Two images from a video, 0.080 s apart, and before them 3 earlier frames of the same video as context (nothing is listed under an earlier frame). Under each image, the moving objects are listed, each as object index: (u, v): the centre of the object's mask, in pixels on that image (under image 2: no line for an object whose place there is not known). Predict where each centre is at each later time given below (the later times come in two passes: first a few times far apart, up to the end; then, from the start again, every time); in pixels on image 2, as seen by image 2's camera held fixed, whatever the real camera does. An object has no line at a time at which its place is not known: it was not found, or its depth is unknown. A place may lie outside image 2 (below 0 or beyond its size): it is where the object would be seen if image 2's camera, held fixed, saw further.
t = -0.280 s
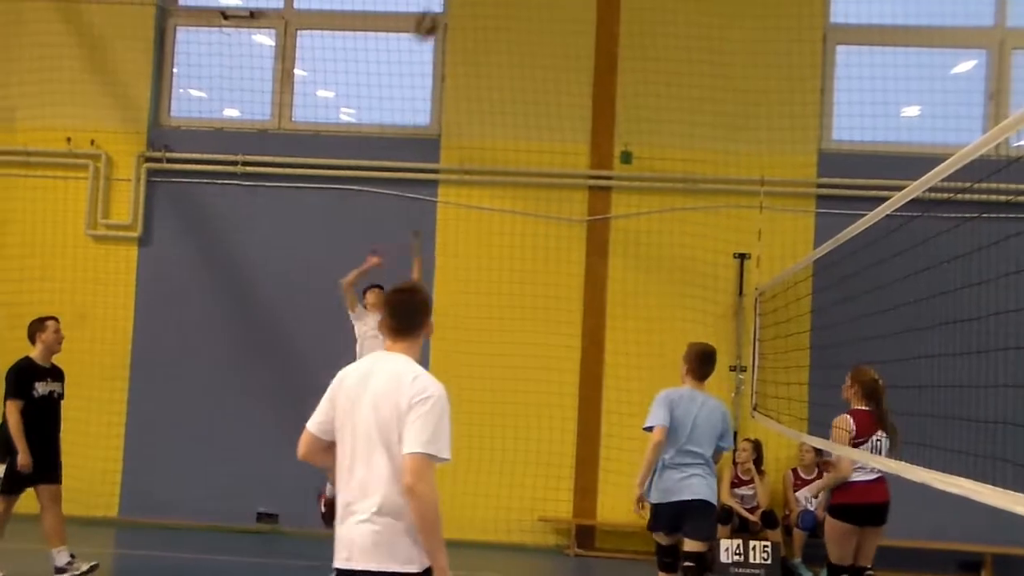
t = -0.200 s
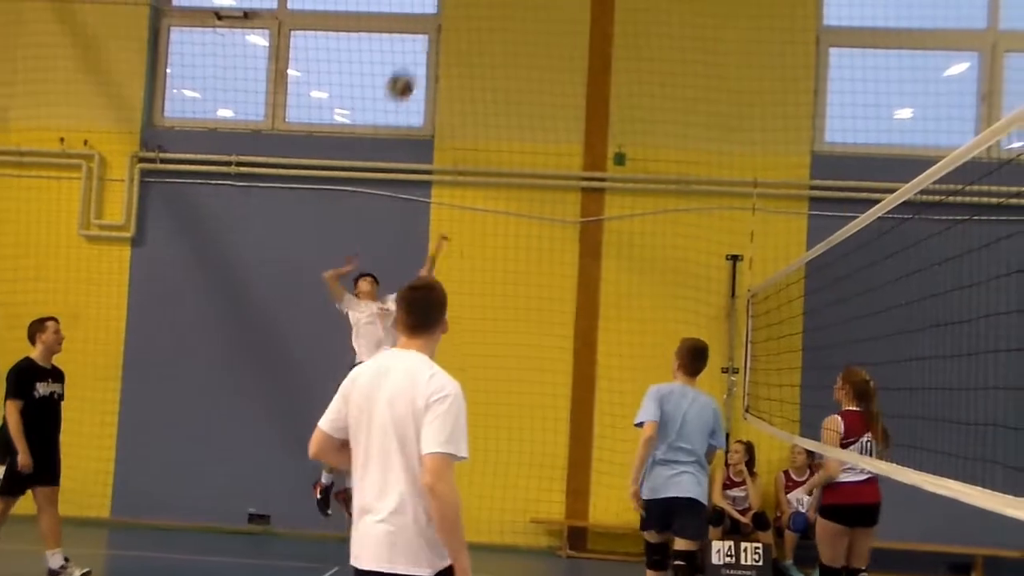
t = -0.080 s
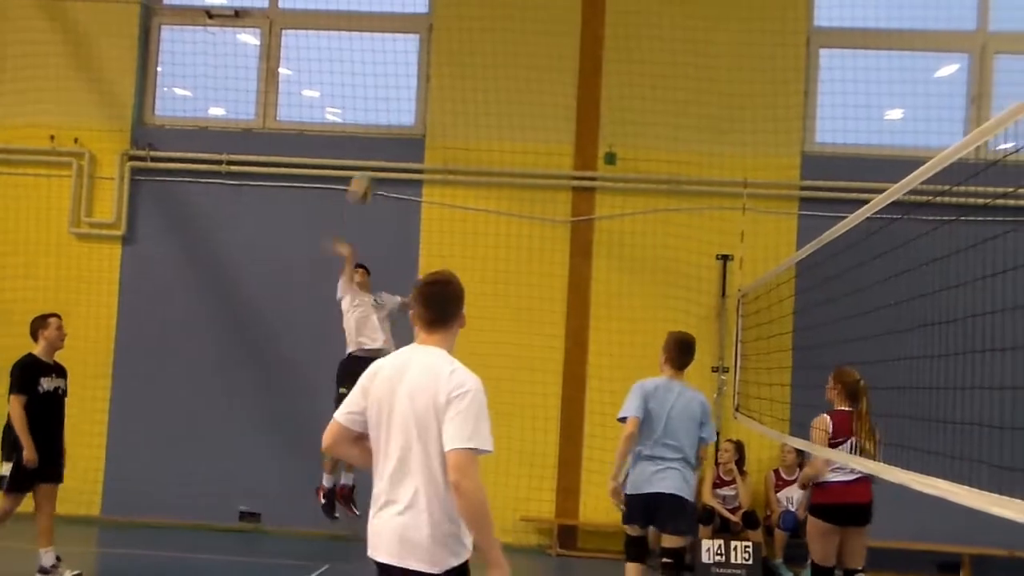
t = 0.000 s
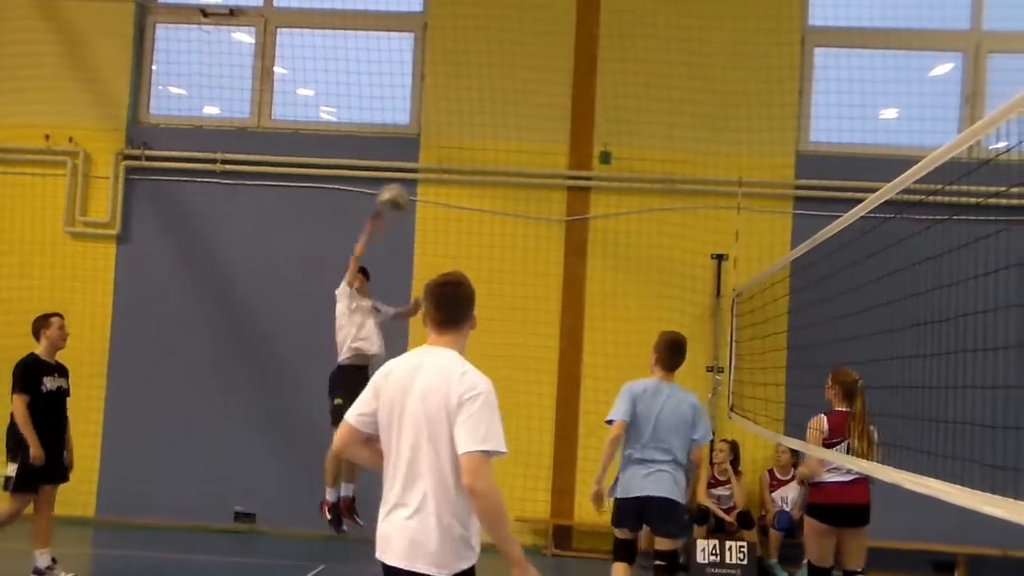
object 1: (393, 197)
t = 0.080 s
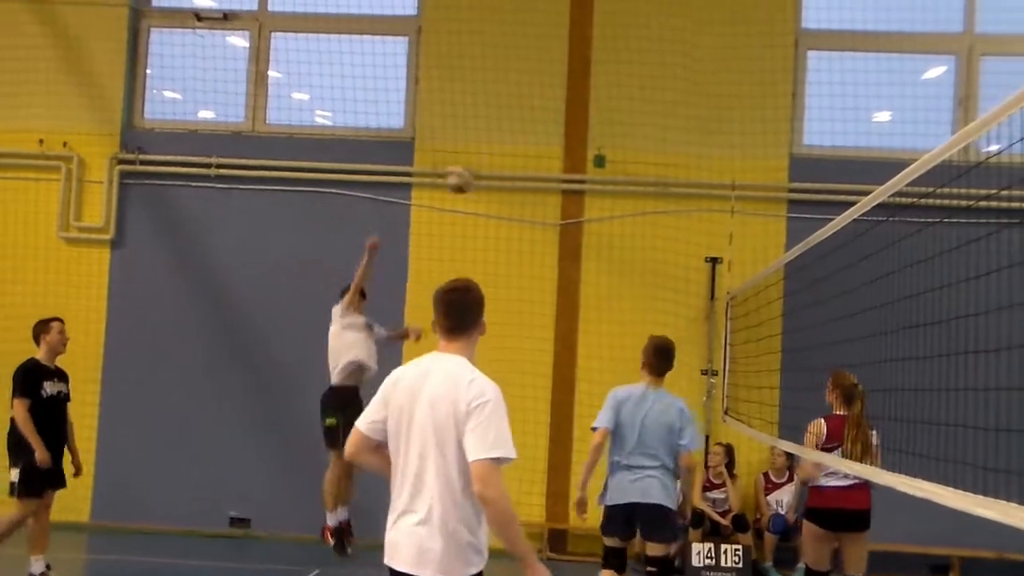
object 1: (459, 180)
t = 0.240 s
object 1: (626, 161)
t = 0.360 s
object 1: (768, 180)
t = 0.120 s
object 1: (504, 175)
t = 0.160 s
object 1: (540, 169)
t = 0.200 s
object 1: (583, 162)
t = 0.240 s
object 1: (626, 161)
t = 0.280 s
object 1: (670, 164)
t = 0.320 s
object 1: (721, 171)
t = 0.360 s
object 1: (768, 180)
